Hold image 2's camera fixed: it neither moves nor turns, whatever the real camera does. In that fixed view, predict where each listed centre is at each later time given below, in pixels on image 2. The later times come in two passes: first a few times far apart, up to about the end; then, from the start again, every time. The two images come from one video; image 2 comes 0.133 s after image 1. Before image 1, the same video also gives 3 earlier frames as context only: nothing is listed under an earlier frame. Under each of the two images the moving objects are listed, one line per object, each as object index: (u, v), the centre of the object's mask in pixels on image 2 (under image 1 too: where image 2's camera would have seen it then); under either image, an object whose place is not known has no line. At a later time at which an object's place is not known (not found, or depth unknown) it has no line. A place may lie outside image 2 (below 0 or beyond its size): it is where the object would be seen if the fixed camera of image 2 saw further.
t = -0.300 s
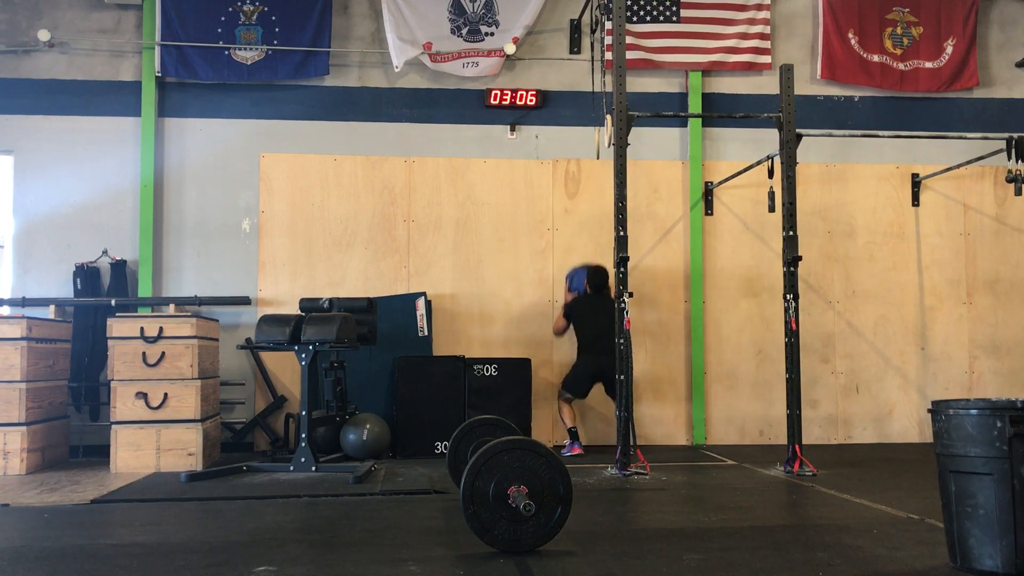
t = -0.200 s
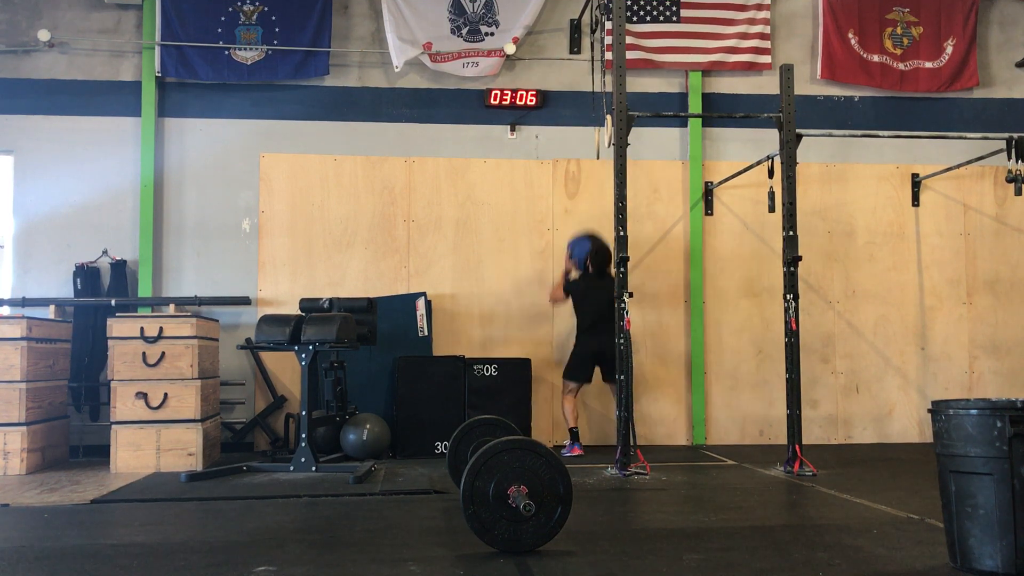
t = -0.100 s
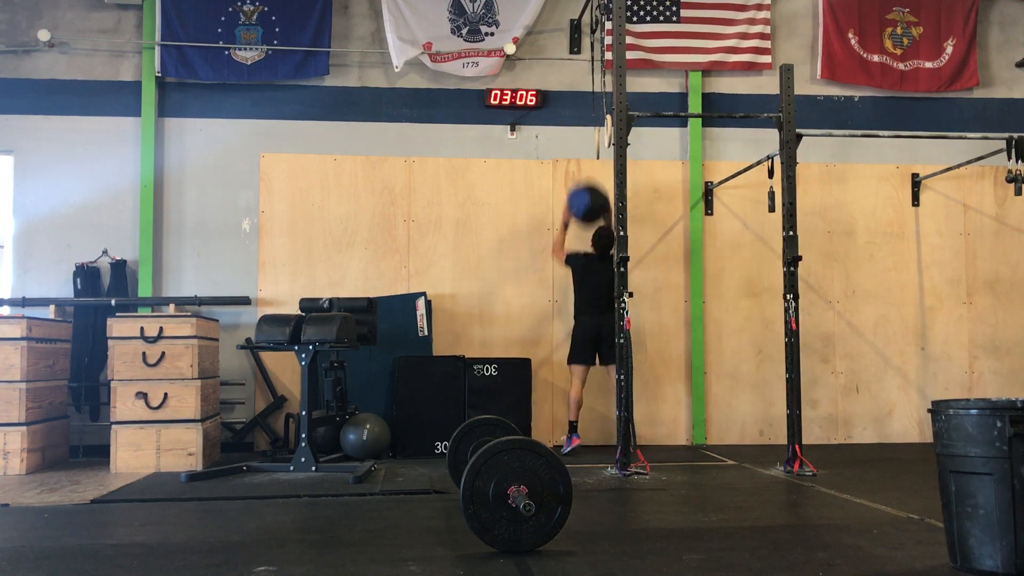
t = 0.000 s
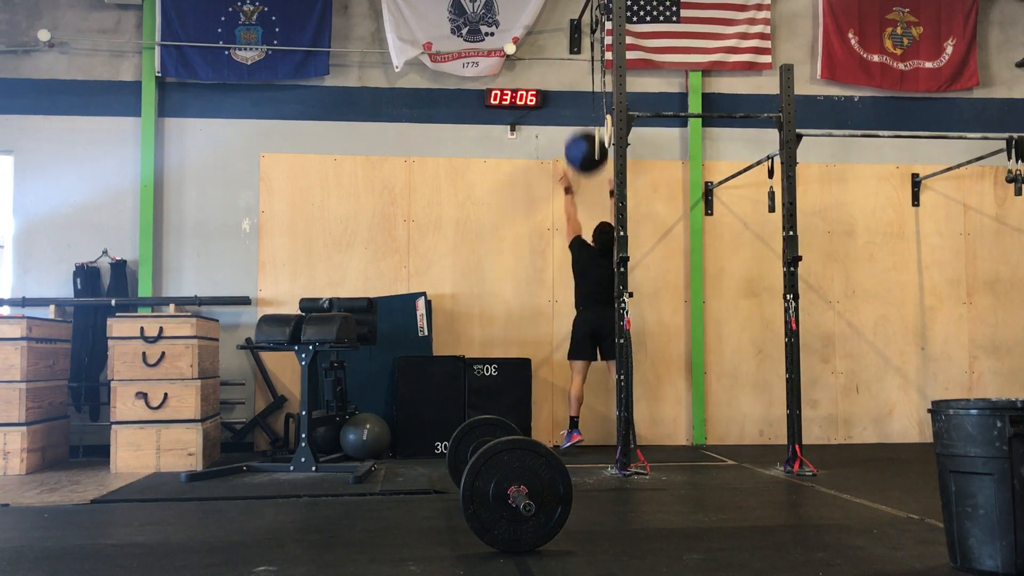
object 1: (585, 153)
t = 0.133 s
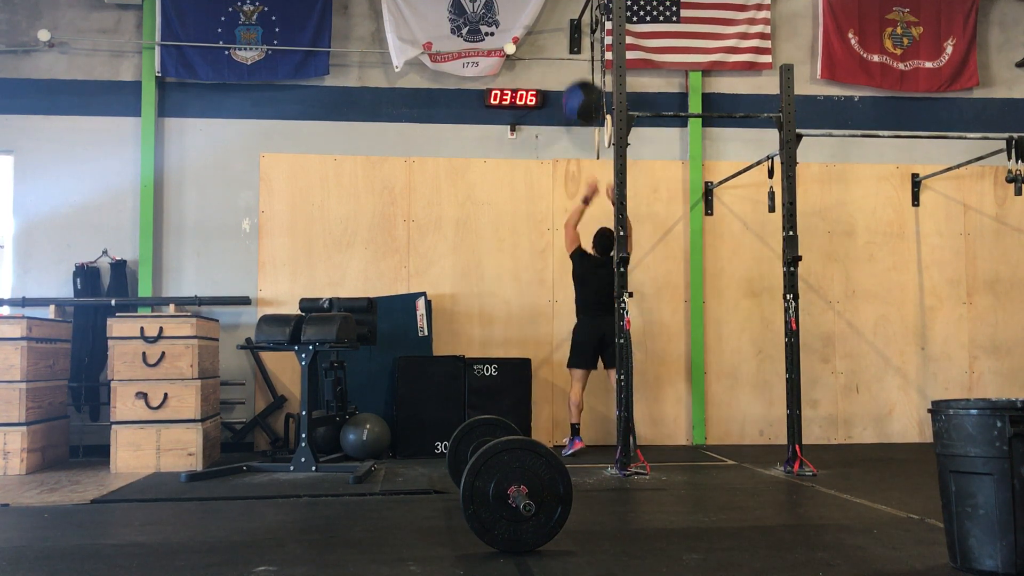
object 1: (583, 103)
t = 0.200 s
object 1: (582, 86)
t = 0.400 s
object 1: (580, 67)
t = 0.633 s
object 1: (580, 94)
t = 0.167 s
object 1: (582, 94)
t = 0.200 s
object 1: (582, 86)
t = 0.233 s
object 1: (581, 80)
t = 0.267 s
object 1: (581, 74)
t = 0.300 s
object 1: (581, 71)
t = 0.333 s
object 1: (580, 68)
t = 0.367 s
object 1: (580, 67)
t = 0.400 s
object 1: (580, 67)
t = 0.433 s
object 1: (580, 68)
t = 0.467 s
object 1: (580, 69)
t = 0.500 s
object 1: (581, 71)
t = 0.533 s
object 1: (581, 75)
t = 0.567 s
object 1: (581, 81)
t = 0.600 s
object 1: (581, 87)
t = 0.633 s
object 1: (580, 94)
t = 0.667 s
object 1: (581, 104)
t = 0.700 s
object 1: (581, 113)
